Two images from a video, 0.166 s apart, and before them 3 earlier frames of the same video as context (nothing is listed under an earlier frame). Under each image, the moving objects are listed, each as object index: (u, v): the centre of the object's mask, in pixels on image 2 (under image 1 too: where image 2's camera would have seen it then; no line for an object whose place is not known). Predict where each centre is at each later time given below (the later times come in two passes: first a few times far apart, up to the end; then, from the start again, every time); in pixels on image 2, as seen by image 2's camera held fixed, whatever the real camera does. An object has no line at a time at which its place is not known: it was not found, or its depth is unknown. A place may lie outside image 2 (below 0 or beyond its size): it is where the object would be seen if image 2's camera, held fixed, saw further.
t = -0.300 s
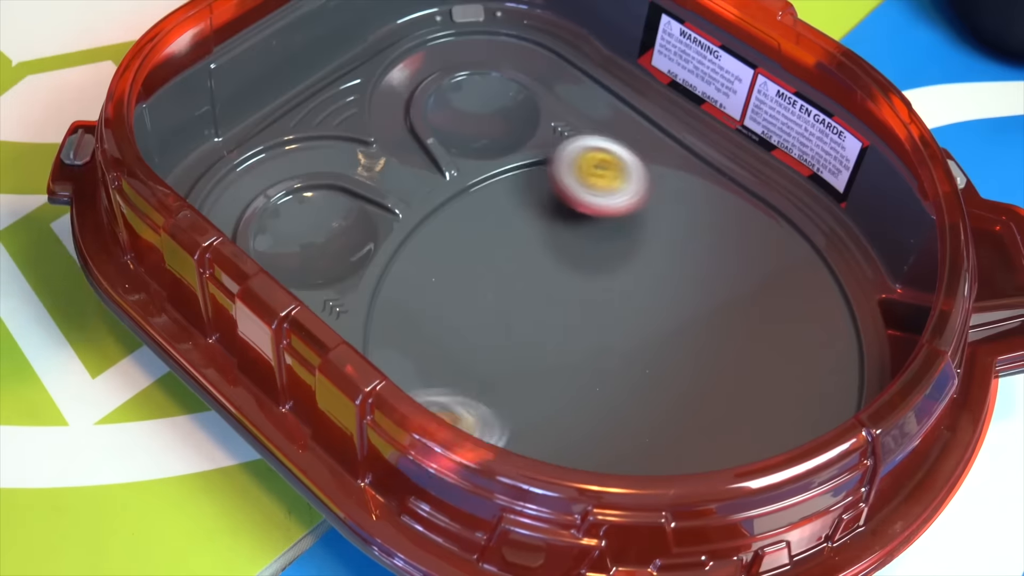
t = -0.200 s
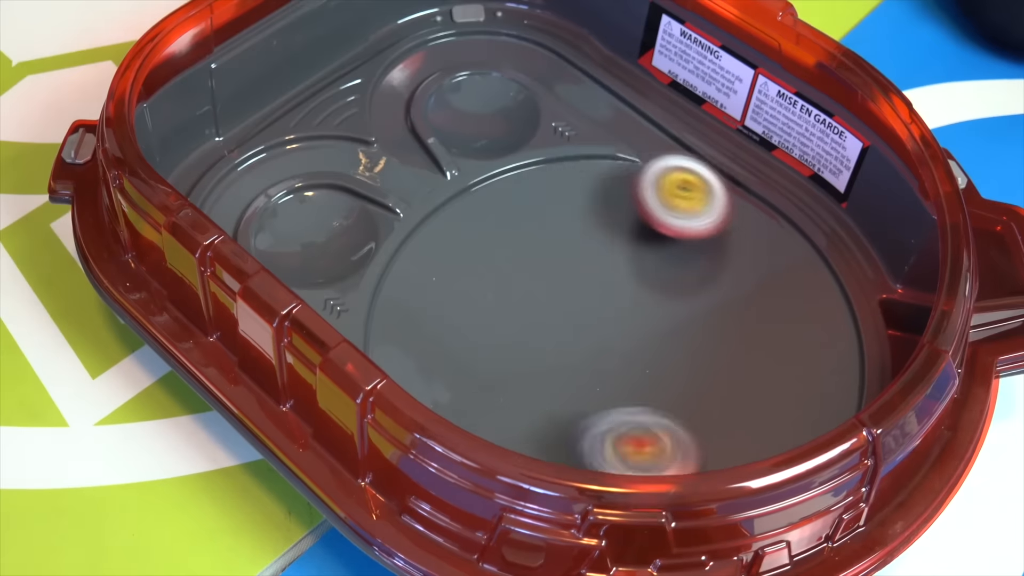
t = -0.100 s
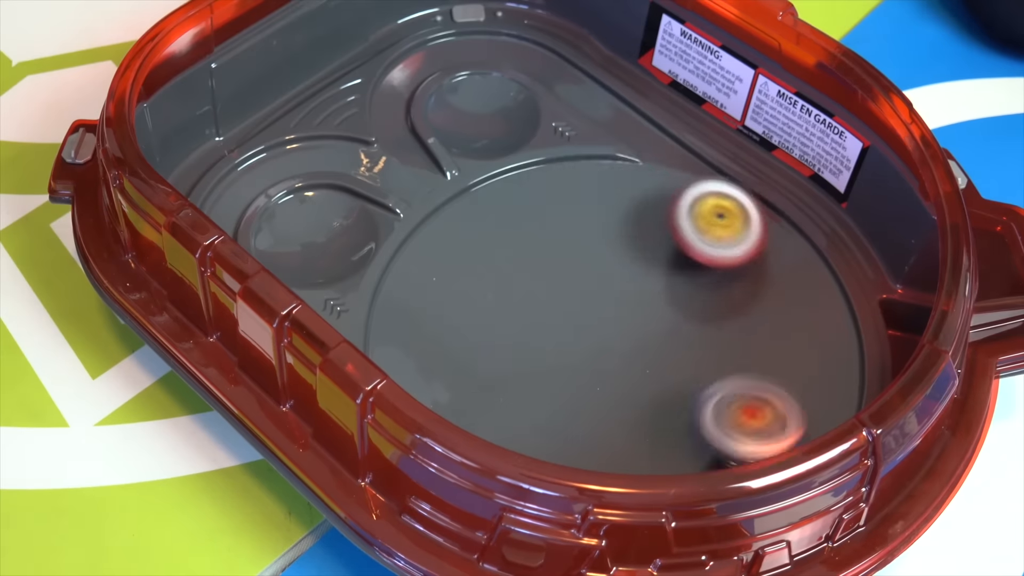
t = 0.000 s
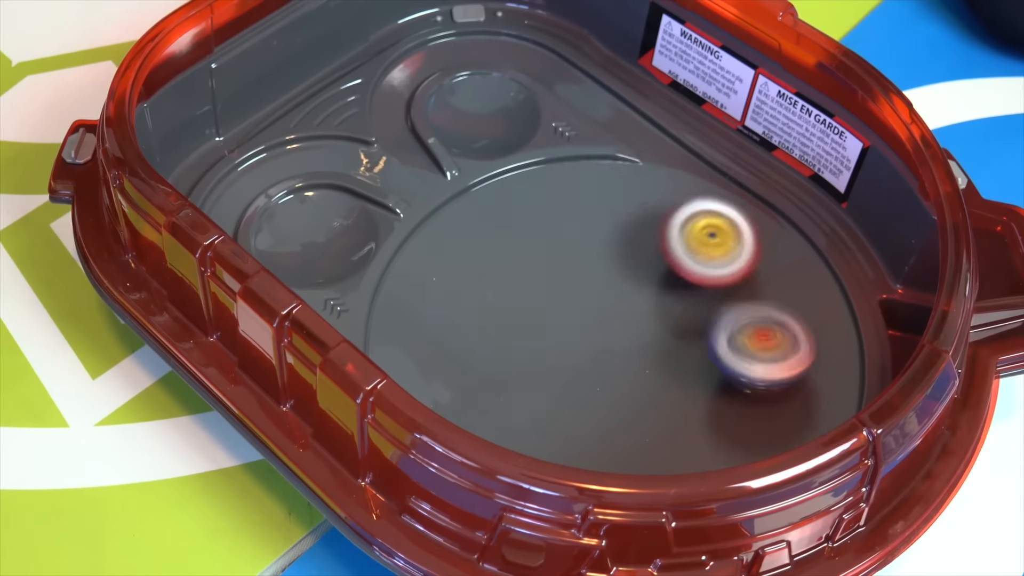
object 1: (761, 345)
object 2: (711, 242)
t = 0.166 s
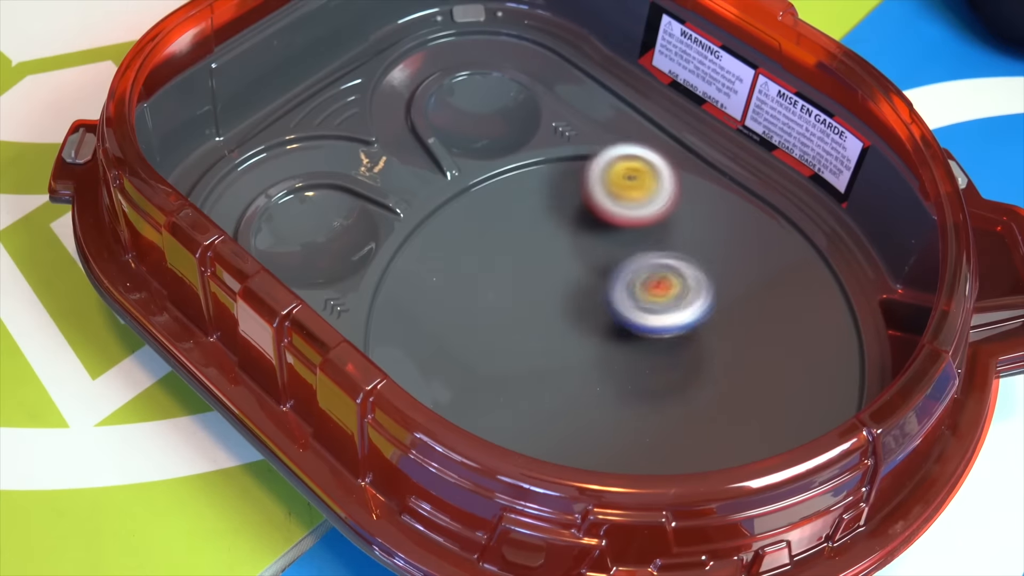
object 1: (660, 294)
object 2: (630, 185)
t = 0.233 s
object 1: (584, 301)
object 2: (588, 182)
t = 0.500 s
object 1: (526, 428)
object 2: (569, 331)
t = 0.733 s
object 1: (700, 457)
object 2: (752, 290)
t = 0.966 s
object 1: (686, 364)
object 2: (734, 178)
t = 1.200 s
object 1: (435, 319)
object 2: (622, 224)
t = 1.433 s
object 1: (433, 391)
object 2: (642, 350)
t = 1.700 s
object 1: (671, 426)
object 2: (787, 391)
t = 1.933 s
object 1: (614, 203)
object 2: (812, 261)
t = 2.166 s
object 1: (445, 263)
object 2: (627, 251)
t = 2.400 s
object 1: (447, 407)
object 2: (589, 348)
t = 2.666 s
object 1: (485, 420)
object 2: (733, 346)
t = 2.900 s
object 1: (467, 417)
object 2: (720, 295)
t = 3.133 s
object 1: (492, 414)
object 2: (675, 304)
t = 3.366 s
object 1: (508, 332)
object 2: (653, 332)
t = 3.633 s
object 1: (476, 238)
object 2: (649, 364)
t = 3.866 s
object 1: (496, 275)
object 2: (636, 374)
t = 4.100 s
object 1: (641, 247)
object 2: (628, 387)
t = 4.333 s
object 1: (650, 171)
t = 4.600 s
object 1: (615, 271)
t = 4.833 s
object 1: (696, 133)
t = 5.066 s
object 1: (641, 180)
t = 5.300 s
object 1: (675, 295)
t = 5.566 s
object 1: (763, 189)
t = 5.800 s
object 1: (640, 243)
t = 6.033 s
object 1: (813, 268)
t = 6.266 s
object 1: (724, 368)
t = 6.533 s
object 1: (546, 402)
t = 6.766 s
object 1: (507, 286)
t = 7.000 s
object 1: (619, 238)
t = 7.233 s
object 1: (702, 229)
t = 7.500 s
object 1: (741, 395)
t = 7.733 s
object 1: (772, 395)
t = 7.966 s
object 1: (671, 392)
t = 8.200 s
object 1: (659, 423)
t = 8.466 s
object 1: (661, 392)
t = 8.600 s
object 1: (682, 375)
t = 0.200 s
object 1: (624, 295)
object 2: (610, 181)
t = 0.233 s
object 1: (584, 301)
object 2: (588, 182)
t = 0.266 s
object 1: (544, 313)
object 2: (567, 189)
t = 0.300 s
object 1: (505, 331)
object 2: (550, 201)
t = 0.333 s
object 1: (470, 353)
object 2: (537, 219)
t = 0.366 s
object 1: (446, 373)
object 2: (529, 241)
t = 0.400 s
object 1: (438, 389)
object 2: (528, 265)
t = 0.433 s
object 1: (442, 409)
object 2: (536, 290)
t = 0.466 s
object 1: (481, 417)
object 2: (550, 311)
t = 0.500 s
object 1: (526, 428)
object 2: (569, 331)
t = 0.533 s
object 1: (575, 432)
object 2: (592, 346)
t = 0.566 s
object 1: (608, 440)
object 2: (625, 344)
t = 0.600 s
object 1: (633, 447)
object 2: (659, 339)
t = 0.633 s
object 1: (653, 452)
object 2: (689, 331)
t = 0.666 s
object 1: (667, 456)
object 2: (714, 320)
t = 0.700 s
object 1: (685, 458)
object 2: (736, 306)
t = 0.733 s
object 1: (700, 457)
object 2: (752, 290)
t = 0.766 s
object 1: (716, 453)
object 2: (764, 271)
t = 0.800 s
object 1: (728, 447)
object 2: (769, 252)
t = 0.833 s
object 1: (736, 438)
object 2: (771, 232)
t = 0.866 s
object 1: (738, 425)
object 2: (768, 213)
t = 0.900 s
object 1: (729, 406)
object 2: (760, 198)
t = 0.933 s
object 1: (711, 384)
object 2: (749, 186)
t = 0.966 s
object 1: (686, 364)
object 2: (734, 178)
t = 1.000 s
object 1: (657, 347)
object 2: (716, 173)
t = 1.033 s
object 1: (624, 332)
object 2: (697, 174)
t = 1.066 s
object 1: (588, 321)
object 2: (677, 178)
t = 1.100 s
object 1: (550, 314)
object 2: (659, 186)
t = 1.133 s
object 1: (510, 312)
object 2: (644, 198)
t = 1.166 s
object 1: (471, 313)
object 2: (631, 210)
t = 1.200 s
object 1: (435, 319)
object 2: (622, 224)
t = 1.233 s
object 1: (404, 330)
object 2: (616, 241)
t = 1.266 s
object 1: (387, 338)
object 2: (611, 258)
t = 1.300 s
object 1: (382, 349)
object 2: (611, 276)
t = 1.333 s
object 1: (389, 362)
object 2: (615, 295)
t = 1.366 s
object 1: (400, 369)
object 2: (621, 313)
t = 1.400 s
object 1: (417, 381)
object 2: (631, 331)
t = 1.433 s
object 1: (433, 391)
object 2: (642, 350)
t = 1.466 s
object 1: (451, 404)
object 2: (655, 367)
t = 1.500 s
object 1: (471, 417)
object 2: (671, 382)
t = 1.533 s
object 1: (497, 430)
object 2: (689, 393)
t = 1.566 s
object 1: (528, 441)
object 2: (710, 400)
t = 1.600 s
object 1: (568, 449)
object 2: (730, 404)
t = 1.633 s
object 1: (609, 449)
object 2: (749, 404)
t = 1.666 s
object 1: (649, 442)
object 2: (764, 401)
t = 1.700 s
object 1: (671, 426)
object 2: (787, 391)
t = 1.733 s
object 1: (675, 403)
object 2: (819, 375)
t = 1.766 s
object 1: (679, 371)
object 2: (844, 357)
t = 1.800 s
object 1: (678, 336)
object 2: (852, 336)
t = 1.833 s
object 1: (671, 303)
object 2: (852, 317)
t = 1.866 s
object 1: (657, 267)
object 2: (846, 297)
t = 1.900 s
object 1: (638, 232)
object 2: (834, 276)
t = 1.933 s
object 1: (614, 203)
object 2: (812, 261)
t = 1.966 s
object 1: (585, 175)
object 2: (787, 249)
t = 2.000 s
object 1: (552, 152)
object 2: (762, 243)
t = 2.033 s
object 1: (522, 144)
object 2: (736, 238)
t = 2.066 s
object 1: (500, 176)
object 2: (709, 236)
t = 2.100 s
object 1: (480, 212)
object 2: (681, 238)
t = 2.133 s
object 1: (461, 240)
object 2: (653, 243)
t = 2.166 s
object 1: (445, 263)
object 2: (627, 251)
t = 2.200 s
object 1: (432, 285)
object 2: (602, 262)
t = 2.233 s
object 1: (424, 307)
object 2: (579, 278)
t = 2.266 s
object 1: (423, 333)
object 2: (559, 295)
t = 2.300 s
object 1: (438, 357)
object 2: (543, 313)
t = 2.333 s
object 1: (446, 375)
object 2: (540, 329)
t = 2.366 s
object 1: (432, 393)
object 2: (568, 339)
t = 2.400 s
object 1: (447, 407)
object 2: (589, 348)
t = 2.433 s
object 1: (478, 416)
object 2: (604, 360)
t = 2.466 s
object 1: (510, 419)
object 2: (615, 370)
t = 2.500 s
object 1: (534, 420)
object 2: (628, 379)
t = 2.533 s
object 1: (523, 421)
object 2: (666, 373)
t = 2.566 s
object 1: (511, 422)
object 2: (697, 367)
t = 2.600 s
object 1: (502, 421)
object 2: (714, 361)
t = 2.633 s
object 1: (494, 421)
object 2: (726, 354)
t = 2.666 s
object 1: (485, 420)
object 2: (733, 346)
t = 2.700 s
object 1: (478, 419)
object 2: (737, 337)
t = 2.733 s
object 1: (474, 419)
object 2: (740, 328)
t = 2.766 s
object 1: (469, 419)
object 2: (741, 318)
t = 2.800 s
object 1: (468, 418)
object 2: (739, 310)
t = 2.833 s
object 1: (467, 418)
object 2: (734, 302)
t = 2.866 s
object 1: (466, 417)
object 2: (727, 298)
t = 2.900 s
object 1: (467, 417)
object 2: (720, 295)
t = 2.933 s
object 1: (471, 419)
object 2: (713, 294)
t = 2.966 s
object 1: (477, 421)
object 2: (706, 294)
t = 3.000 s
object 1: (482, 423)
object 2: (699, 295)
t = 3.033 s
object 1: (485, 422)
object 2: (692, 296)
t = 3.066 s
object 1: (487, 421)
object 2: (686, 299)
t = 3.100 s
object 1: (490, 418)
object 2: (680, 301)
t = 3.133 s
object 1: (492, 414)
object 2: (675, 304)
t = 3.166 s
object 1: (495, 410)
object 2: (672, 308)
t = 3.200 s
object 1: (498, 403)
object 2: (668, 313)
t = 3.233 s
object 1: (499, 393)
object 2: (665, 317)
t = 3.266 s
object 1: (503, 379)
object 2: (663, 323)
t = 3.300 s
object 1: (505, 365)
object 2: (659, 327)
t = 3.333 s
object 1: (506, 347)
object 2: (655, 330)
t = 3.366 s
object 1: (508, 332)
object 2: (653, 332)
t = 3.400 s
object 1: (507, 317)
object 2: (654, 336)
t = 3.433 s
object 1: (505, 302)
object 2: (653, 342)
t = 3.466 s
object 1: (503, 287)
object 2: (650, 345)
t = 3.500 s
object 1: (499, 274)
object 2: (648, 347)
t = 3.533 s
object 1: (494, 262)
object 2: (650, 351)
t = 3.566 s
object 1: (488, 251)
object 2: (651, 355)
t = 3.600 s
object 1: (482, 243)
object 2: (650, 360)
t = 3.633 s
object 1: (476, 238)
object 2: (649, 364)
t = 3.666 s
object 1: (470, 236)
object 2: (648, 366)
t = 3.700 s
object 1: (465, 236)
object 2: (646, 368)
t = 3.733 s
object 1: (463, 241)
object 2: (645, 370)
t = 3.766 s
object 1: (465, 247)
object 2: (644, 372)
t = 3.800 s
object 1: (471, 255)
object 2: (641, 373)
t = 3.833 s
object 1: (481, 266)
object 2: (639, 373)
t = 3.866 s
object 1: (496, 275)
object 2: (636, 374)
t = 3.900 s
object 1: (514, 283)
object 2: (632, 375)
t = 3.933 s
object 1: (536, 290)
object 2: (630, 375)
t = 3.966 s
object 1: (559, 292)
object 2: (629, 374)
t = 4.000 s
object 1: (579, 283)
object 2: (632, 382)
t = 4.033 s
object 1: (601, 274)
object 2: (632, 386)
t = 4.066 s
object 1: (622, 261)
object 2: (630, 388)
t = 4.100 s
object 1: (641, 247)
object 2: (628, 387)
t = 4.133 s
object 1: (651, 234)
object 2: (629, 385)
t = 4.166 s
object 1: (660, 219)
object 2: (630, 382)
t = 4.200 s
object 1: (664, 205)
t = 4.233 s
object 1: (664, 193)
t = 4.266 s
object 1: (660, 183)
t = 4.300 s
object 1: (656, 176)
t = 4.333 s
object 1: (650, 171)
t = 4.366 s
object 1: (643, 170)
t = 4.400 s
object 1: (634, 173)
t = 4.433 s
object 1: (624, 181)
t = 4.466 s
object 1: (615, 194)
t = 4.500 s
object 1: (607, 211)
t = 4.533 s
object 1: (604, 232)
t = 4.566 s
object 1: (605, 255)
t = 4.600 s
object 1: (615, 271)
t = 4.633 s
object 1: (640, 245)
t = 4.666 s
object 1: (659, 220)
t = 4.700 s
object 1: (674, 199)
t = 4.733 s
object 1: (685, 177)
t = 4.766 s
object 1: (692, 156)
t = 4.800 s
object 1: (694, 140)
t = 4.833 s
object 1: (696, 133)
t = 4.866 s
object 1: (680, 139)
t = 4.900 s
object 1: (666, 143)
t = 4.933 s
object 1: (656, 148)
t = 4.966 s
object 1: (648, 153)
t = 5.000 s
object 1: (644, 160)
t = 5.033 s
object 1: (642, 169)
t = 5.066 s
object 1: (641, 180)
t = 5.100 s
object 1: (641, 192)
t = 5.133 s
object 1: (642, 208)
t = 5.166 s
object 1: (645, 224)
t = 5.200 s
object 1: (649, 241)
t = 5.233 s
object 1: (656, 260)
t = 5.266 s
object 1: (666, 279)
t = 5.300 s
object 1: (675, 295)
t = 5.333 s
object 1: (686, 311)
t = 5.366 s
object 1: (709, 312)
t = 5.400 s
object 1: (734, 290)
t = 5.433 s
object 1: (754, 265)
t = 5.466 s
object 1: (770, 238)
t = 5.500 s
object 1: (780, 211)
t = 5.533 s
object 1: (784, 190)
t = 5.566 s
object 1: (763, 189)
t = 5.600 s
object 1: (737, 194)
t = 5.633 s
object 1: (713, 201)
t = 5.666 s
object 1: (688, 207)
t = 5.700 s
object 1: (668, 212)
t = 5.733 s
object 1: (652, 219)
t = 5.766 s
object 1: (643, 228)
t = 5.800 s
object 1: (640, 243)
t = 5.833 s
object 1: (644, 262)
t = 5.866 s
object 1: (679, 268)
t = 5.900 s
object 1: (713, 268)
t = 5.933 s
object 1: (740, 266)
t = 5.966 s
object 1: (767, 265)
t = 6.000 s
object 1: (790, 266)
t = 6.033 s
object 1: (813, 268)
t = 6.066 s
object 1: (838, 273)
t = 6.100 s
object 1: (833, 293)
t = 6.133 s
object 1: (807, 309)
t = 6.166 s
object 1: (786, 323)
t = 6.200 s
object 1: (763, 338)
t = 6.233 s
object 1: (742, 351)
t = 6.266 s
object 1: (724, 368)
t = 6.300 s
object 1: (708, 386)
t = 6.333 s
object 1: (688, 400)
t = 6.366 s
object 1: (668, 411)
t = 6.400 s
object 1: (643, 418)
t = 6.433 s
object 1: (617, 421)
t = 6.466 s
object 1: (592, 420)
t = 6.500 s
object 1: (568, 413)
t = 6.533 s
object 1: (546, 402)
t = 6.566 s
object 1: (529, 388)
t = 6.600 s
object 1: (514, 373)
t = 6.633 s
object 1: (504, 356)
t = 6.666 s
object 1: (499, 337)
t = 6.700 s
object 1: (499, 320)
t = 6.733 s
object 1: (501, 302)
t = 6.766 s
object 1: (507, 286)
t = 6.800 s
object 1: (517, 273)
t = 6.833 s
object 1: (527, 259)
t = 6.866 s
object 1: (543, 249)
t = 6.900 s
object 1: (561, 242)
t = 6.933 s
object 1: (579, 237)
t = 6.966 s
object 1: (600, 235)
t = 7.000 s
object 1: (619, 238)
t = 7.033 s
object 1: (631, 231)
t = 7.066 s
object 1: (644, 217)
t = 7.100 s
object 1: (658, 211)
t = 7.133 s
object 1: (670, 209)
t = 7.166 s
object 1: (682, 212)
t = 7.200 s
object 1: (691, 219)
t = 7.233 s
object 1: (702, 229)
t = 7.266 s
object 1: (709, 243)
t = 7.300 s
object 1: (717, 259)
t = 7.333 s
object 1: (723, 280)
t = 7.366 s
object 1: (728, 301)
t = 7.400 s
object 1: (731, 325)
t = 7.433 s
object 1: (735, 347)
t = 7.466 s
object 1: (736, 374)
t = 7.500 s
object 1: (741, 395)
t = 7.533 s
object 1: (754, 409)
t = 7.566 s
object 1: (773, 414)
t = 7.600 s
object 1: (785, 412)
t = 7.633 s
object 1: (786, 409)
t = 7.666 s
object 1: (784, 406)
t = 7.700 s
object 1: (780, 401)
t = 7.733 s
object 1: (772, 395)
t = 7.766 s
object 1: (764, 387)
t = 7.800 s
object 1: (750, 381)
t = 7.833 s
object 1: (734, 378)
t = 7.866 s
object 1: (718, 377)
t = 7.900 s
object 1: (701, 381)
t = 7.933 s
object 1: (686, 387)
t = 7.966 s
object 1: (671, 392)
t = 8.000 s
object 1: (663, 398)
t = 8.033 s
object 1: (658, 406)
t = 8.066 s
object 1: (657, 412)
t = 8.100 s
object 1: (658, 417)
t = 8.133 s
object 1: (658, 421)
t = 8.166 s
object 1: (659, 423)
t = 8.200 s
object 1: (659, 423)
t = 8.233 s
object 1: (659, 423)
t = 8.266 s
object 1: (658, 420)
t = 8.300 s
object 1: (657, 417)
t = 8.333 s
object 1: (657, 414)
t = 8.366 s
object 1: (656, 409)
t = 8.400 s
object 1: (656, 404)
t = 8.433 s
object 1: (658, 398)
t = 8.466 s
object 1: (661, 392)
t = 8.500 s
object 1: (665, 388)
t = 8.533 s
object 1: (671, 382)
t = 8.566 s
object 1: (676, 378)
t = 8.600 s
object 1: (682, 375)
